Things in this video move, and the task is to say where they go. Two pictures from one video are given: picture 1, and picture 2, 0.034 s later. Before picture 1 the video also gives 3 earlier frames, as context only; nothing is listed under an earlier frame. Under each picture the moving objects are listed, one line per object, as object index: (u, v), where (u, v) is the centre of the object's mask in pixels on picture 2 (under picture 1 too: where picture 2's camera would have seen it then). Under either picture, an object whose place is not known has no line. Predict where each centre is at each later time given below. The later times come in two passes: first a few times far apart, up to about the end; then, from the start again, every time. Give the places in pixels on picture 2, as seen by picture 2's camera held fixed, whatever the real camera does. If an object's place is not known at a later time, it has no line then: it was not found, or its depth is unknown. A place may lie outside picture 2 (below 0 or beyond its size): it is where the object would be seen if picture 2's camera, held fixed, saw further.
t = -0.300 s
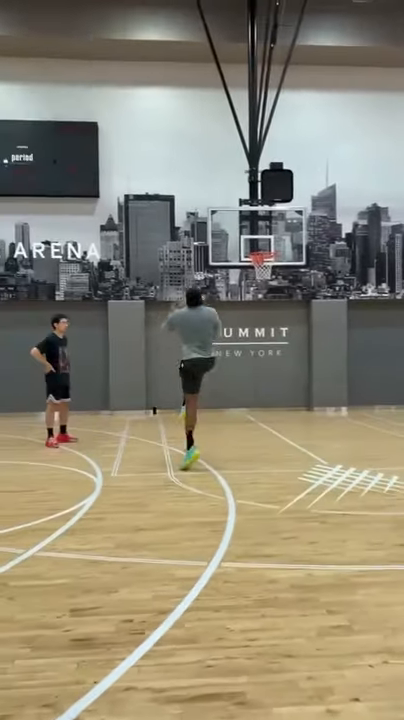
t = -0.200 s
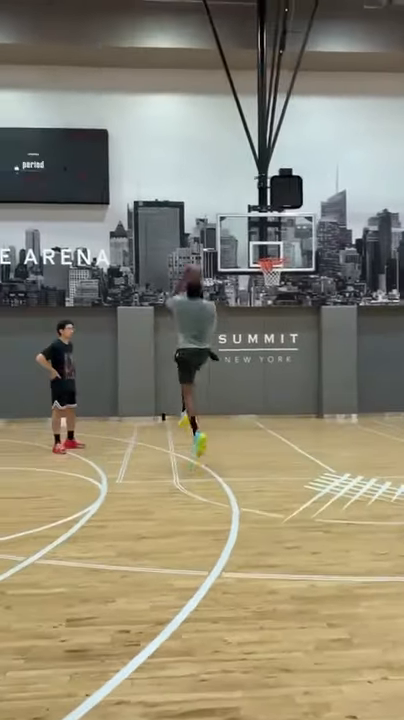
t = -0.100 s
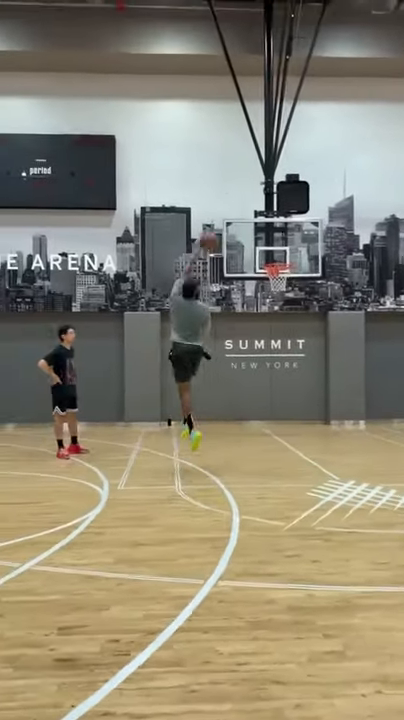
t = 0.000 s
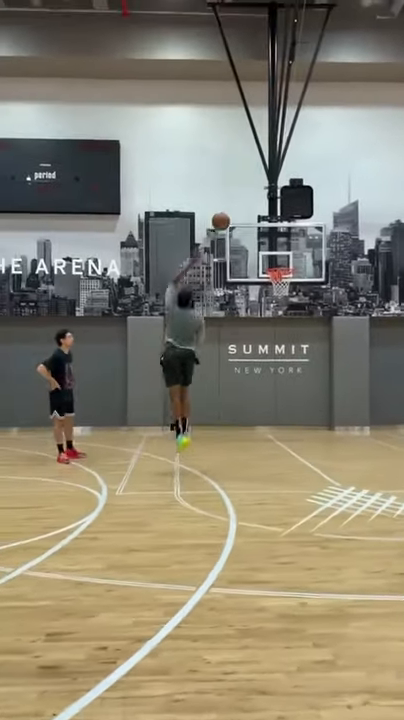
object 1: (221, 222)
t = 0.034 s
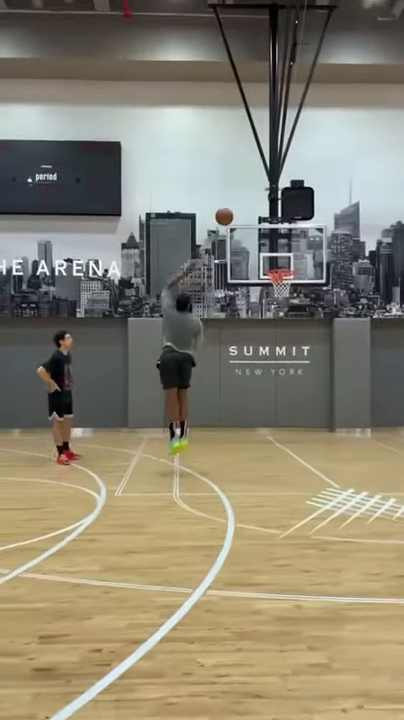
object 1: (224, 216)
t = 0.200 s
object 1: (236, 200)
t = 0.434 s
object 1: (253, 210)
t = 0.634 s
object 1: (267, 241)
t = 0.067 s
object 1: (226, 211)
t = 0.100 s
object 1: (229, 207)
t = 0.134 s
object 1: (231, 203)
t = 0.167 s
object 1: (234, 201)
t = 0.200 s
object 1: (236, 200)
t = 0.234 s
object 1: (238, 199)
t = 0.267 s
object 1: (241, 199)
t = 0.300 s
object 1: (243, 200)
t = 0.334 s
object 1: (246, 201)
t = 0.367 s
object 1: (248, 203)
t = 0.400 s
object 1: (250, 206)
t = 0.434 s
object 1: (253, 210)
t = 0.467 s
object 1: (255, 214)
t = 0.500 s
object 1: (258, 218)
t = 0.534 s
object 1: (260, 222)
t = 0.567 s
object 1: (262, 229)
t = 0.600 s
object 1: (264, 235)
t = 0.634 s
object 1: (267, 241)
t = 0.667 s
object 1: (269, 248)
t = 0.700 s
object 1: (271, 256)
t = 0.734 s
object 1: (272, 263)
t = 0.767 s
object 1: (274, 268)
